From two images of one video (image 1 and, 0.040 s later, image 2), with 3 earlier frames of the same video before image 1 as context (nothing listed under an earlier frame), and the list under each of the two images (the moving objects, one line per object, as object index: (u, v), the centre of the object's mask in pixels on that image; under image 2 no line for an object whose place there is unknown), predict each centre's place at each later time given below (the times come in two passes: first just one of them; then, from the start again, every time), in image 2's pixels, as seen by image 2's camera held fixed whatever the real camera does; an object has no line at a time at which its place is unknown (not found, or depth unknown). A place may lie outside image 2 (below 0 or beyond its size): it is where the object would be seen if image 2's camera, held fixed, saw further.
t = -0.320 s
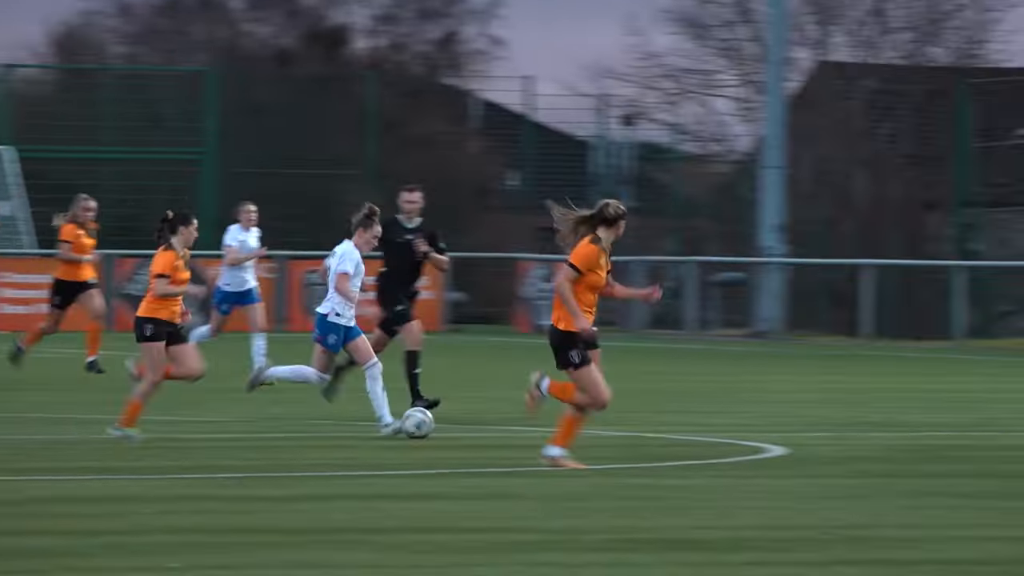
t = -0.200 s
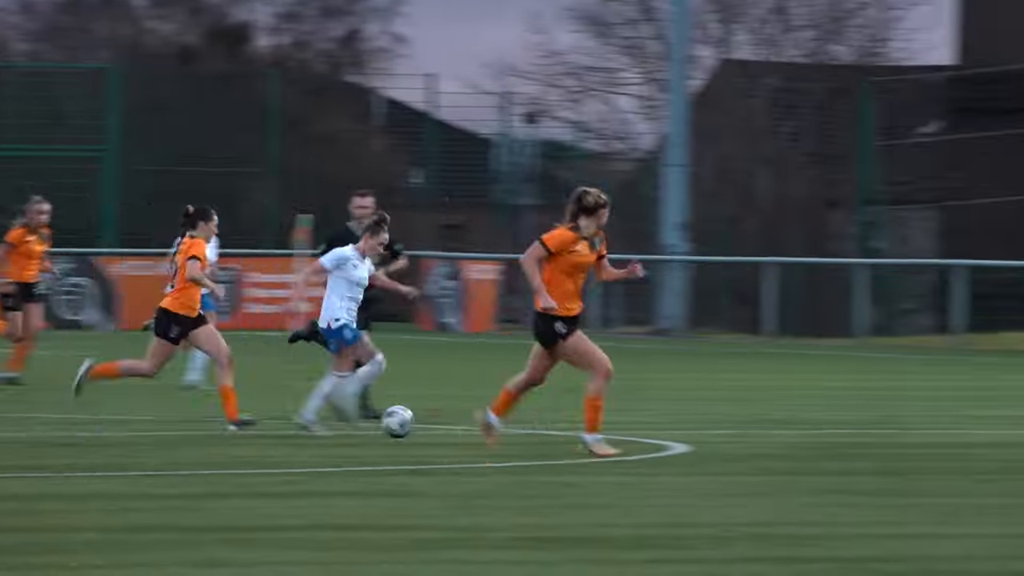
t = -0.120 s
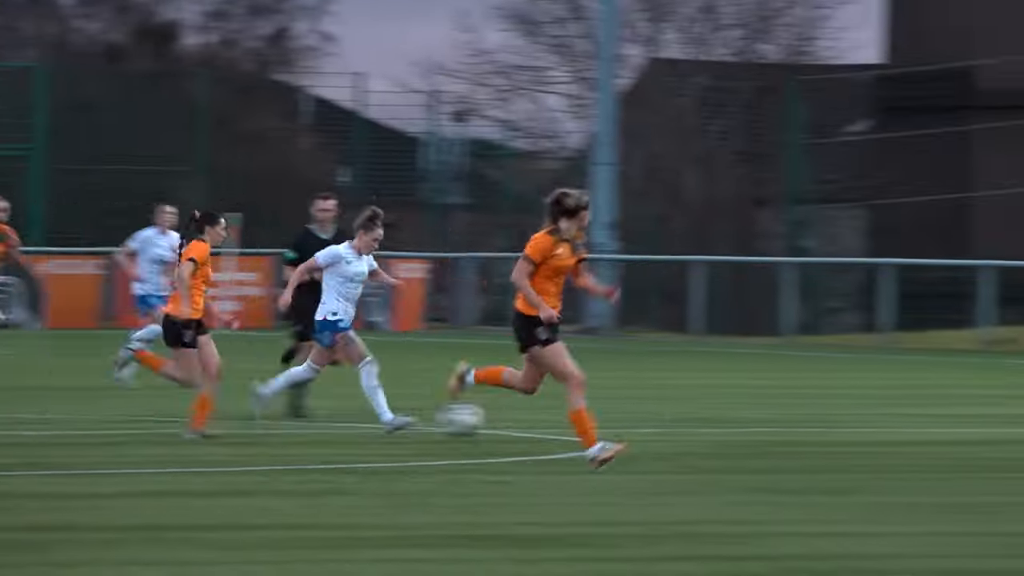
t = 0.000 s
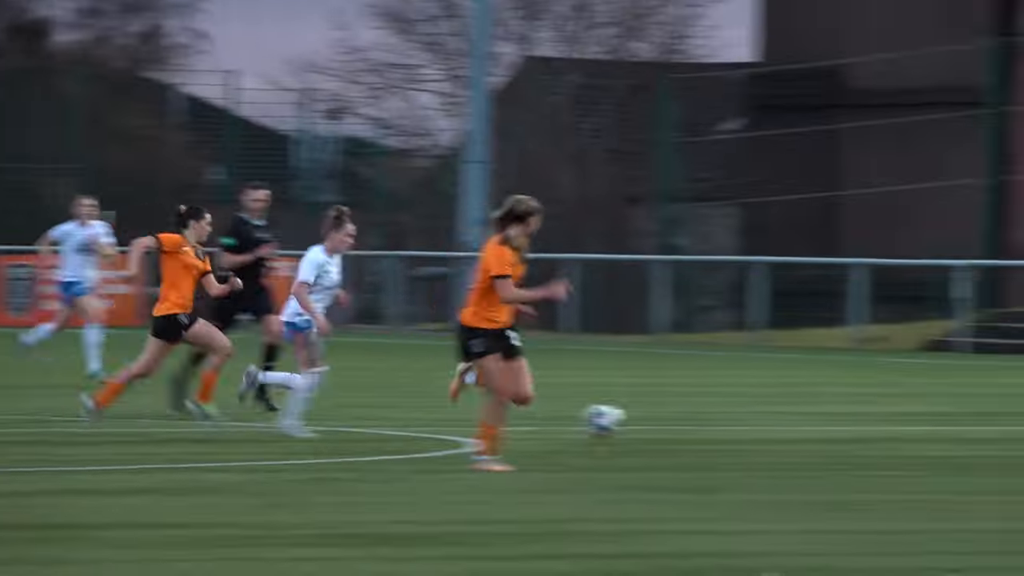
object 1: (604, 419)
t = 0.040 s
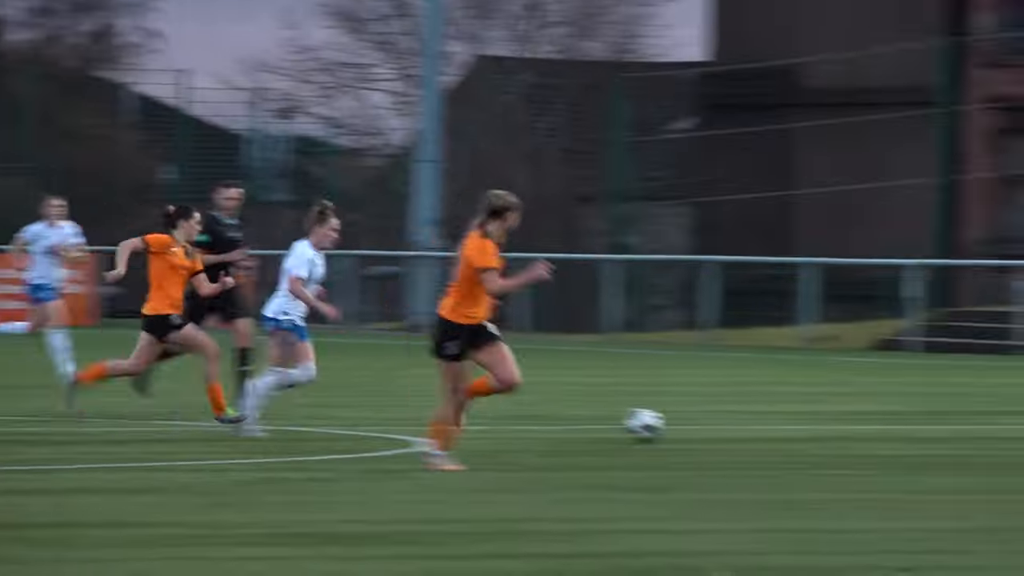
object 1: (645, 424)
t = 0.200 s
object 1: (986, 435)
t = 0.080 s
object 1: (731, 430)
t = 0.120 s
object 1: (816, 430)
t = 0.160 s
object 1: (900, 431)
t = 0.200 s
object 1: (986, 435)
